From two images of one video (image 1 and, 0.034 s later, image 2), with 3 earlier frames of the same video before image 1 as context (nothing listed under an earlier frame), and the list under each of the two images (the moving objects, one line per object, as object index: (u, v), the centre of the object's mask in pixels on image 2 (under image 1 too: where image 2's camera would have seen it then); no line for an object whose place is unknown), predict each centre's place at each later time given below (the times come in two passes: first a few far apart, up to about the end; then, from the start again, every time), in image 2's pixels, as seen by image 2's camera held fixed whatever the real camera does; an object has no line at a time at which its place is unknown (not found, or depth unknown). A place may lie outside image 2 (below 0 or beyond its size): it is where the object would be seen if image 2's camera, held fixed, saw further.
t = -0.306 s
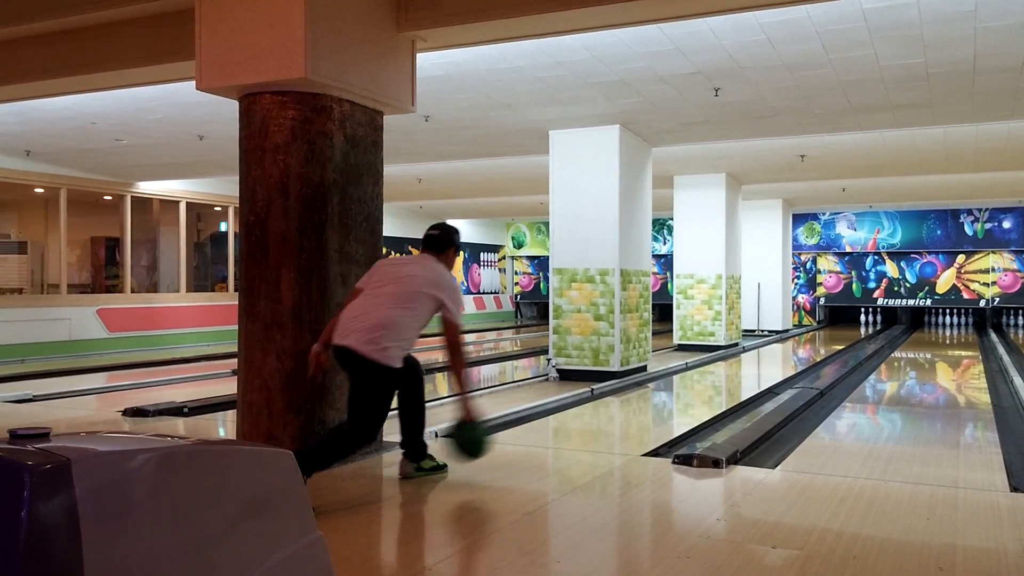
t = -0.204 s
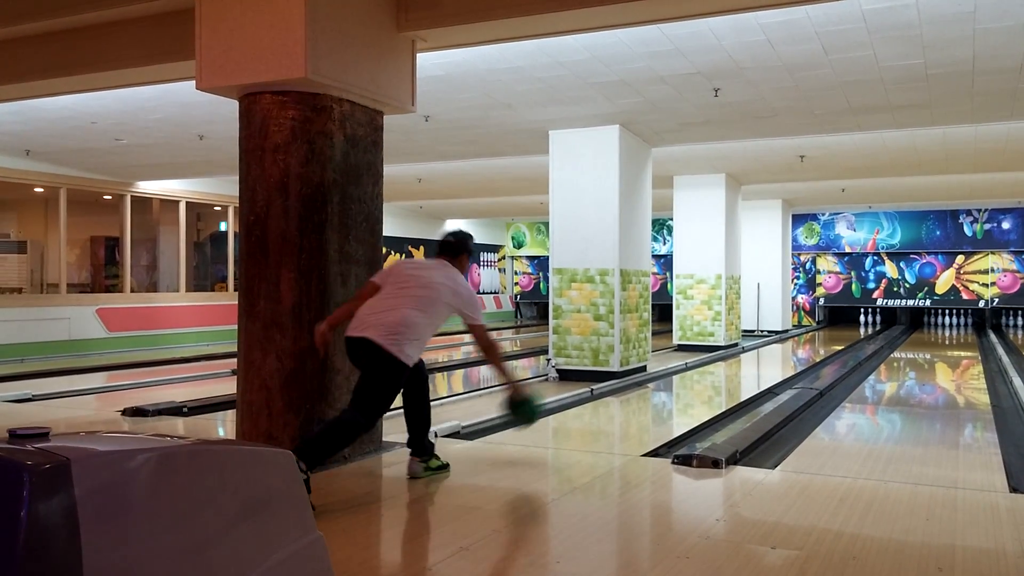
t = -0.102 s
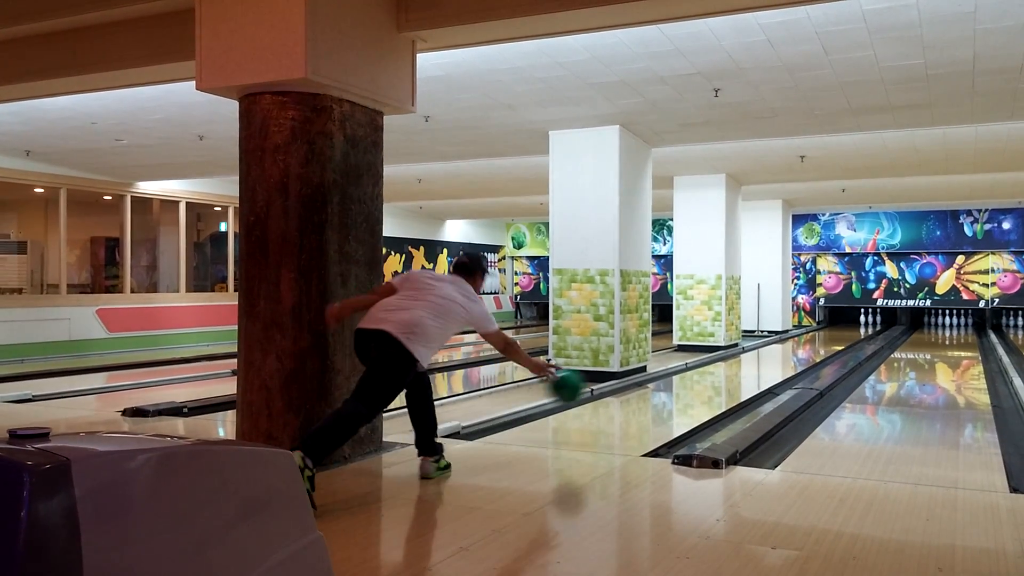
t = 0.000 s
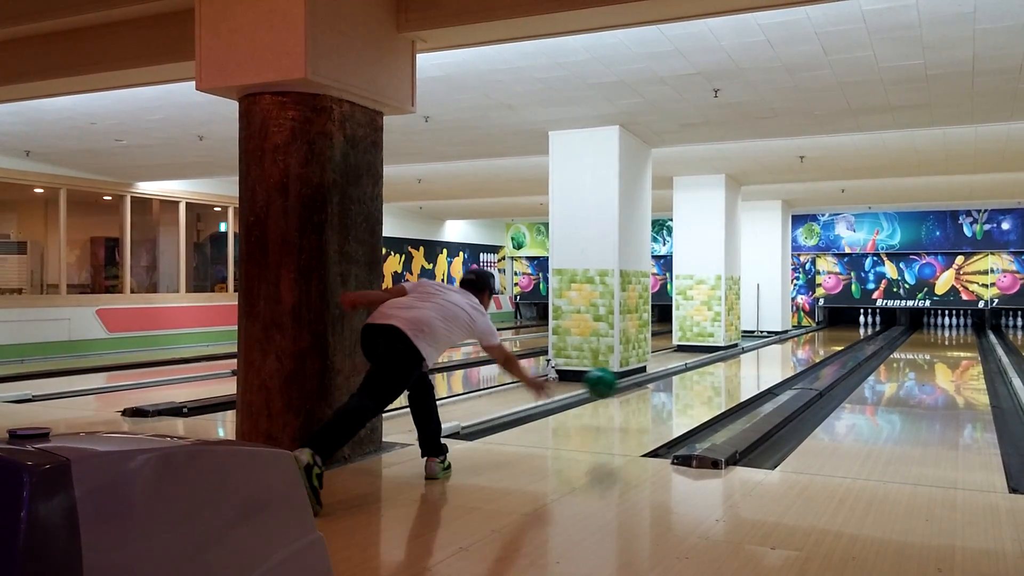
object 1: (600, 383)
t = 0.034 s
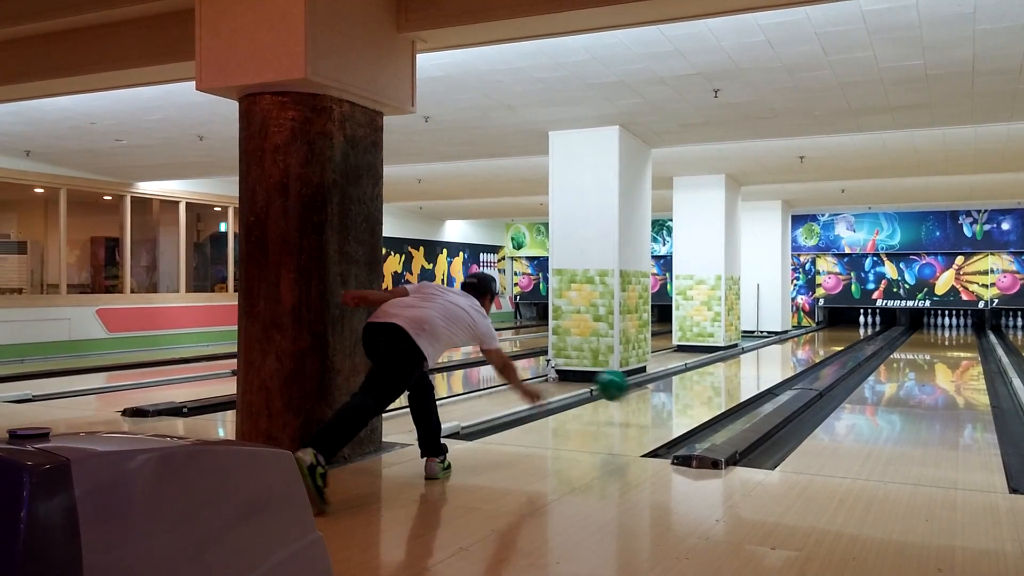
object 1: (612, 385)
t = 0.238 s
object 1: (665, 392)
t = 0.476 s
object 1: (710, 377)
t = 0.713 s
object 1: (743, 365)
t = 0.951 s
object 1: (769, 357)
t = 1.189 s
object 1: (792, 349)
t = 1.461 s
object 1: (811, 342)
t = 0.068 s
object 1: (622, 388)
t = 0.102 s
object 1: (632, 394)
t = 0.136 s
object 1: (641, 400)
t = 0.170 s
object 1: (649, 396)
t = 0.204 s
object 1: (657, 393)
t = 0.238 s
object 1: (665, 392)
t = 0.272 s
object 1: (672, 390)
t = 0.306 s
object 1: (679, 387)
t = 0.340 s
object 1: (686, 385)
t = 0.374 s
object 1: (692, 383)
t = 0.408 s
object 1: (698, 381)
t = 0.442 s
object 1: (704, 379)
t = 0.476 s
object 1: (710, 377)
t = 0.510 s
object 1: (715, 375)
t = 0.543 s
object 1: (721, 373)
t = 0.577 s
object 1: (726, 371)
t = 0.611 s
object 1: (730, 370)
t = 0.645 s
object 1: (735, 368)
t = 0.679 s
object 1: (739, 367)
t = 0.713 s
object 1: (743, 365)
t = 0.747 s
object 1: (747, 364)
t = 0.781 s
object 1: (751, 363)
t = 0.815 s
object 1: (755, 362)
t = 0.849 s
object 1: (759, 361)
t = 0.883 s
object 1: (762, 359)
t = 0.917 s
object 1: (766, 358)
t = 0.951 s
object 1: (769, 357)
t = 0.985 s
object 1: (773, 356)
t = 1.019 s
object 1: (776, 355)
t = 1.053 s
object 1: (779, 354)
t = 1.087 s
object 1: (781, 353)
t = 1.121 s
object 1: (785, 352)
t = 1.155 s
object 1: (787, 350)
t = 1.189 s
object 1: (792, 349)
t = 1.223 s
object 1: (795, 348)
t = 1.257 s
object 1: (797, 347)
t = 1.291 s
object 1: (800, 346)
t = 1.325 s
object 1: (802, 345)
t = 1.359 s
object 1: (804, 344)
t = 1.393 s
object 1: (807, 343)
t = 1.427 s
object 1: (809, 343)
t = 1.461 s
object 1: (811, 342)
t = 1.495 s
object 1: (813, 342)
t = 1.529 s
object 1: (815, 341)
